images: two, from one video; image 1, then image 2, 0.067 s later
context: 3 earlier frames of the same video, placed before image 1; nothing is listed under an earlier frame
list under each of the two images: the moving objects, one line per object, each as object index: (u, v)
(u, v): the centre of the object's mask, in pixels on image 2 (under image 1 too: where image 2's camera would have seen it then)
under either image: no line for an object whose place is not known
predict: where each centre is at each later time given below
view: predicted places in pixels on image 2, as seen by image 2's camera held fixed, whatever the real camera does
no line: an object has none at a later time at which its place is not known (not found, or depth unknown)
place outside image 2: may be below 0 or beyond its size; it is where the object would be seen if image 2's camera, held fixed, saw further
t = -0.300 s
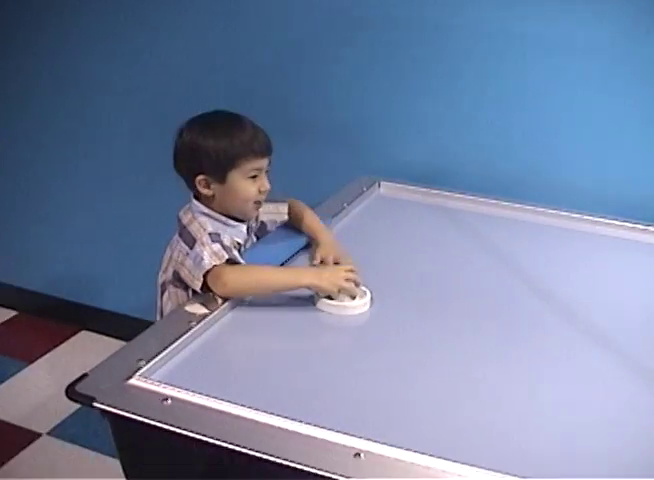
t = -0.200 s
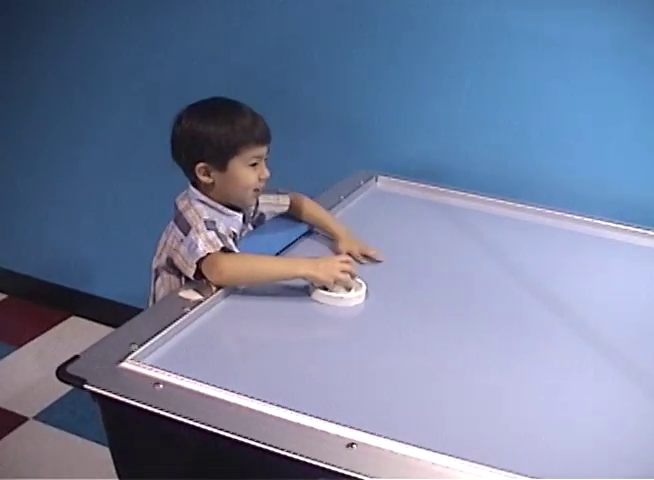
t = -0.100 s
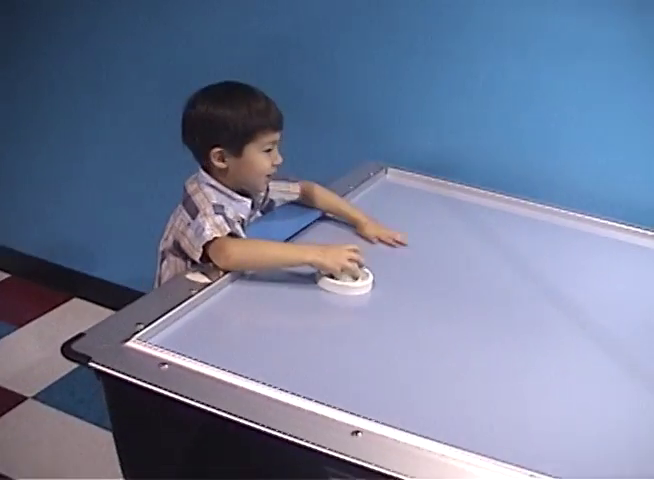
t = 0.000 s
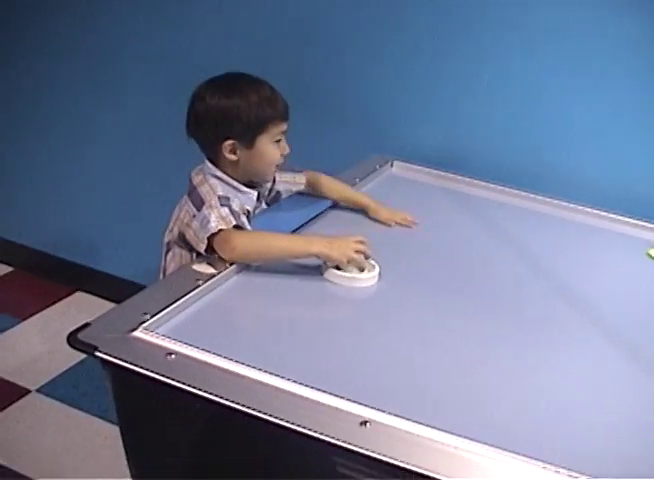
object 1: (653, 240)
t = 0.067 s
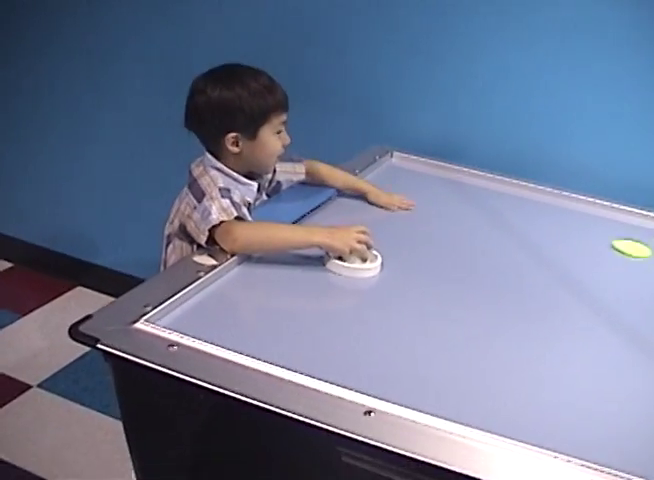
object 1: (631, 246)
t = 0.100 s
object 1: (611, 248)
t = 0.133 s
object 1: (592, 250)
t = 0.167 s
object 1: (571, 252)
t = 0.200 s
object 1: (549, 253)
